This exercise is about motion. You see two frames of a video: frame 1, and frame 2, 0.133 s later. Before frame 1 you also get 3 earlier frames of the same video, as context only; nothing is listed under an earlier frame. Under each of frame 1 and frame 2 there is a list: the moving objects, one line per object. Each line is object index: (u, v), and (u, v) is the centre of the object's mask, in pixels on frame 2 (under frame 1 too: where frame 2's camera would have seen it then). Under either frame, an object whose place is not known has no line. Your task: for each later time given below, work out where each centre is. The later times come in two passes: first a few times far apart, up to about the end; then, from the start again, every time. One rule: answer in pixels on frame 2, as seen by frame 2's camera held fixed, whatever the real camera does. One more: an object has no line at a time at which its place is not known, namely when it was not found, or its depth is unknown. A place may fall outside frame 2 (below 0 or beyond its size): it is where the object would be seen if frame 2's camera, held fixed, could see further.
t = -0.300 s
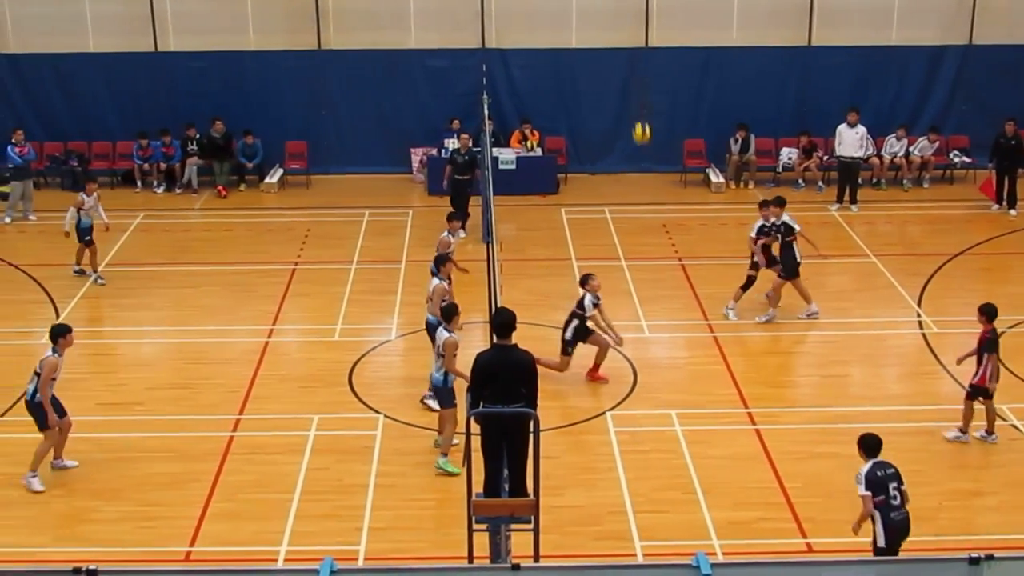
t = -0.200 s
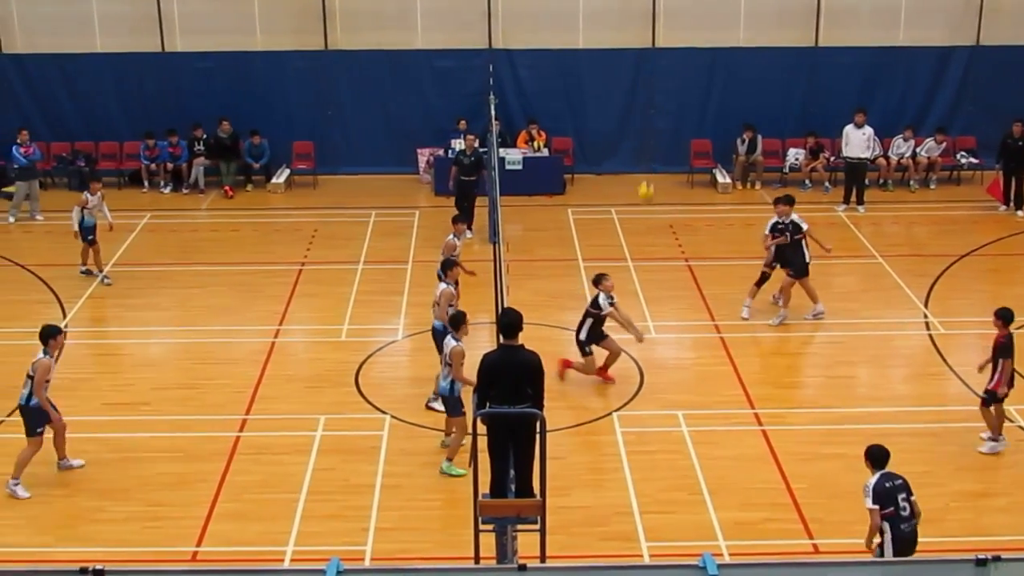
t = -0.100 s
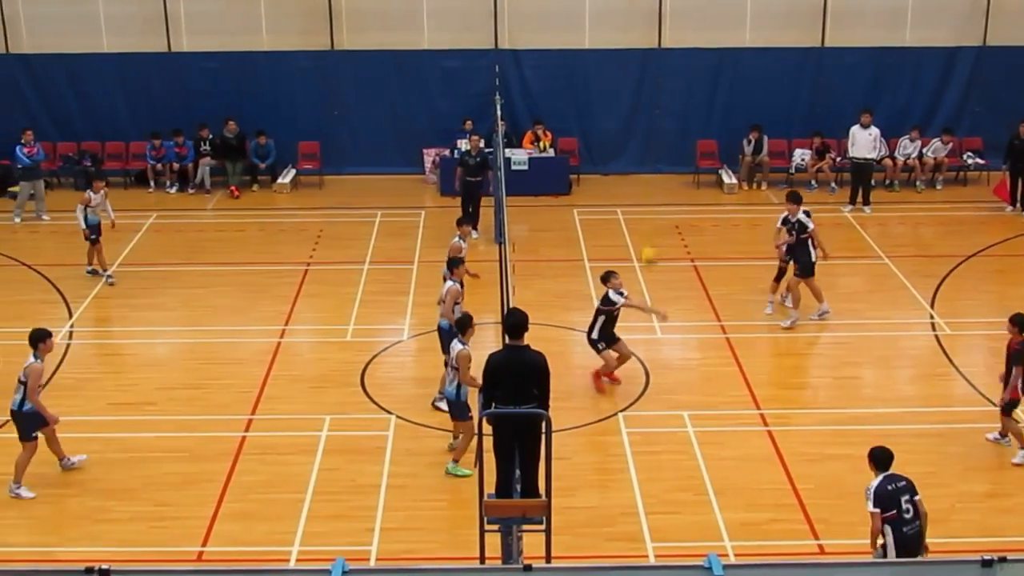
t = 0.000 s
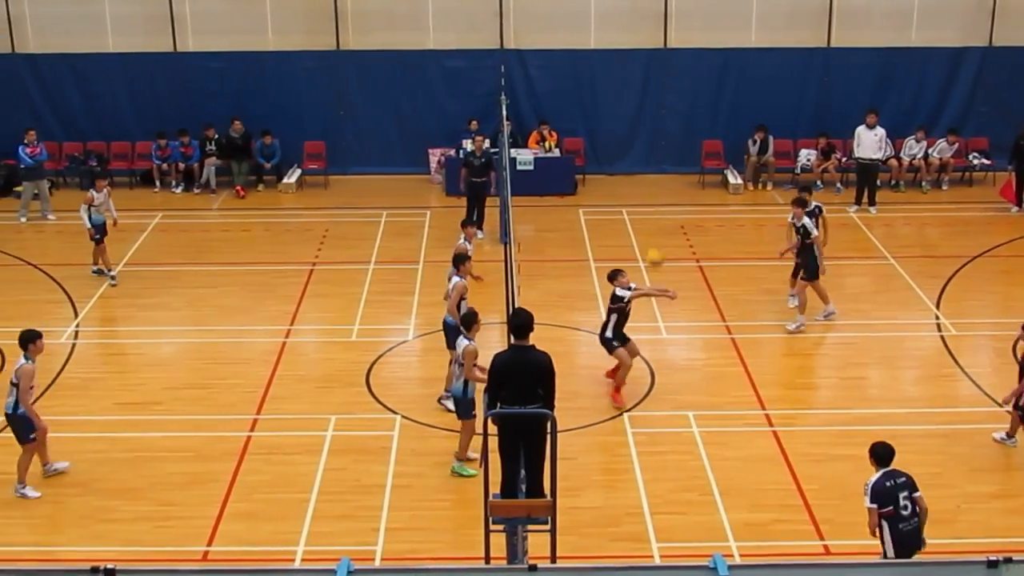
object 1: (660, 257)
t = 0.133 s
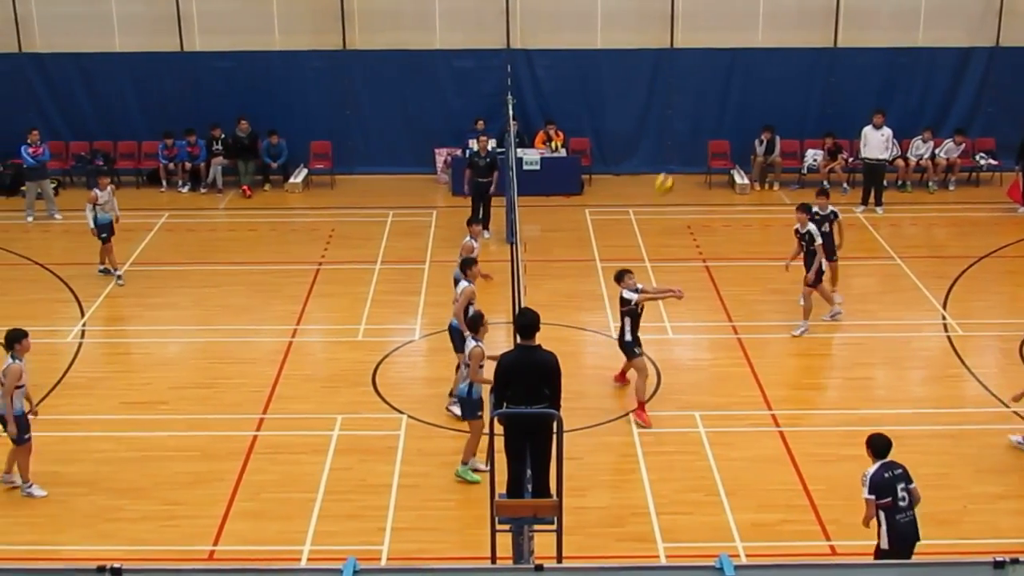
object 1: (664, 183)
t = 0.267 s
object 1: (667, 121)
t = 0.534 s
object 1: (670, 37)
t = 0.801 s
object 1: (670, 17)
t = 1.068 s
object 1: (666, 76)
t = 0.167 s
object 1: (665, 165)
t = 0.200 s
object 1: (665, 150)
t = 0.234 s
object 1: (666, 136)
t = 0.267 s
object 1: (667, 121)
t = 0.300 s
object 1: (668, 108)
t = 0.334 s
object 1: (668, 95)
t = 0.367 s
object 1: (669, 83)
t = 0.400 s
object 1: (669, 71)
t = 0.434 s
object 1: (669, 61)
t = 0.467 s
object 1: (669, 53)
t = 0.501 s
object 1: (669, 45)
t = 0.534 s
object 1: (670, 37)
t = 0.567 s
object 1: (670, 31)
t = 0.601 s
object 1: (670, 25)
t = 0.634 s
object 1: (670, 21)
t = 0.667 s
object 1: (670, 19)
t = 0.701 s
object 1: (670, 17)
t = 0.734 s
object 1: (670, 16)
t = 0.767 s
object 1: (670, 16)
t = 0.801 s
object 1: (670, 17)
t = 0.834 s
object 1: (670, 21)
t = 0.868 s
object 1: (669, 25)
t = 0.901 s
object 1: (669, 30)
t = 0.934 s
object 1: (669, 36)
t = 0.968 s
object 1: (668, 45)
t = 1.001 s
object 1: (666, 54)
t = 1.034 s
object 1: (666, 64)
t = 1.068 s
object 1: (666, 76)
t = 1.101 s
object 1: (666, 90)
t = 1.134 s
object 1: (666, 105)
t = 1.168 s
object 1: (665, 121)
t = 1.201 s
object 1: (665, 138)
